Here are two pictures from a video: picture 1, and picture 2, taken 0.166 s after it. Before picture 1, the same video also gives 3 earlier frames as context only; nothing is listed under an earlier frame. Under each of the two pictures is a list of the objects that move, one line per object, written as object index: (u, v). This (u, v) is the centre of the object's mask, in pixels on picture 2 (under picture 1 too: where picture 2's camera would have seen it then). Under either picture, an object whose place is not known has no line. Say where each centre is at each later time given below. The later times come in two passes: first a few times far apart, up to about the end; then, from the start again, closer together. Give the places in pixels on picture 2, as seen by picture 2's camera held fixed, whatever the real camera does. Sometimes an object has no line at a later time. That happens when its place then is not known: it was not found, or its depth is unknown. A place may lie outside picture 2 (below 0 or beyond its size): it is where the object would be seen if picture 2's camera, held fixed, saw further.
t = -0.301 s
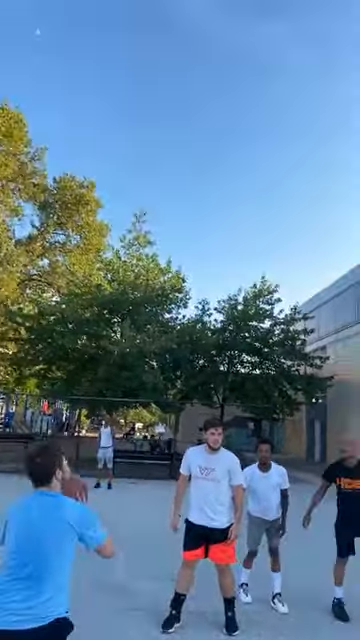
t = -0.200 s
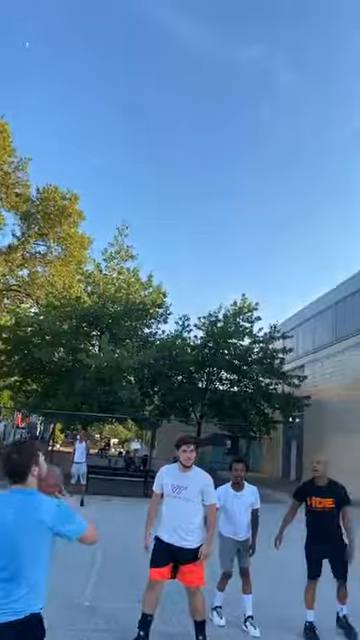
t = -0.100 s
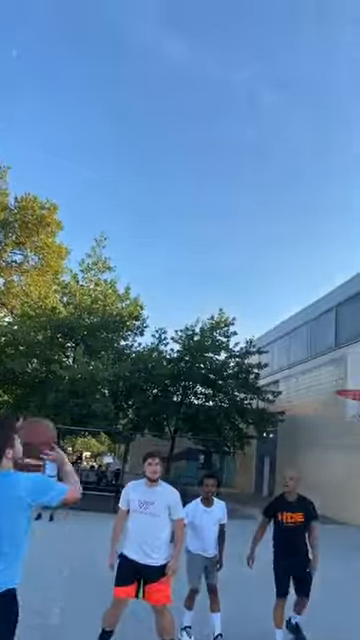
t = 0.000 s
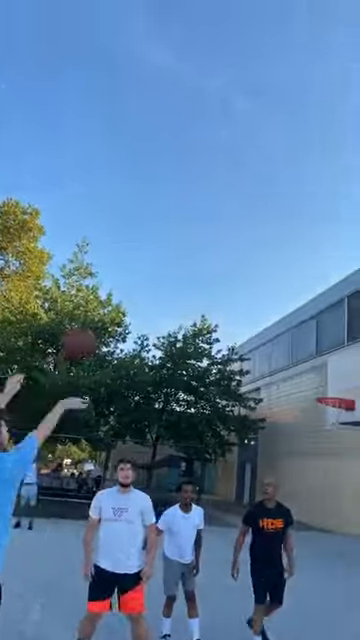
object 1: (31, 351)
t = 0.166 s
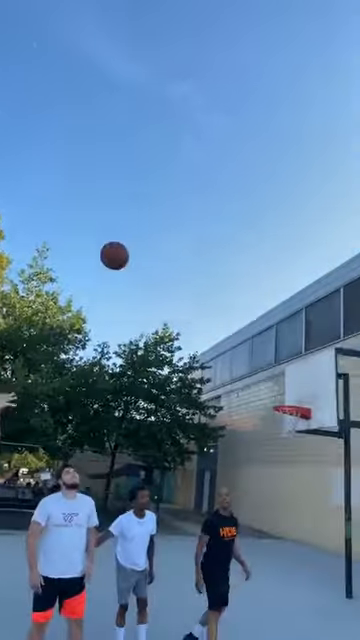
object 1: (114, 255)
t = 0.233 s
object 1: (137, 237)
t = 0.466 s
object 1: (190, 214)
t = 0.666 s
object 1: (218, 227)
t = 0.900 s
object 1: (241, 269)
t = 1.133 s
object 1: (256, 330)
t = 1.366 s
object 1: (266, 408)
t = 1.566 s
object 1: (243, 448)
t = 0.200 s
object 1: (126, 245)
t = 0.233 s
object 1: (137, 237)
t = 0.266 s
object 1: (147, 230)
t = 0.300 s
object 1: (156, 225)
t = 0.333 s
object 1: (164, 220)
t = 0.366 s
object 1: (171, 217)
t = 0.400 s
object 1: (178, 215)
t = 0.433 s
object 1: (184, 214)
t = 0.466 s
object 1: (190, 214)
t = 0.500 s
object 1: (196, 214)
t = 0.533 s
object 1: (201, 215)
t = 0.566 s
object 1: (205, 217)
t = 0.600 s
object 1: (210, 219)
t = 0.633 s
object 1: (214, 223)
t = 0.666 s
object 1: (218, 227)
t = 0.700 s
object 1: (223, 231)
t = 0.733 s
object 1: (226, 236)
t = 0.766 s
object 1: (229, 242)
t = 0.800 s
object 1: (232, 248)
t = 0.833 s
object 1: (235, 254)
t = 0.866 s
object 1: (238, 261)
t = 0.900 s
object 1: (241, 269)
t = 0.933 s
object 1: (243, 276)
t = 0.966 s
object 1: (246, 284)
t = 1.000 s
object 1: (248, 293)
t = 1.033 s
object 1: (249, 301)
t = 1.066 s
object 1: (252, 311)
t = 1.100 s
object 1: (253, 321)
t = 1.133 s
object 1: (256, 330)
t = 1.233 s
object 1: (261, 363)
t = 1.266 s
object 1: (263, 375)
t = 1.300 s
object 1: (265, 387)
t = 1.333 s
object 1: (267, 400)
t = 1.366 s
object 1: (266, 408)
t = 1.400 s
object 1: (262, 413)
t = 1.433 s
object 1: (258, 419)
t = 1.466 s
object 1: (254, 425)
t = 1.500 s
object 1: (251, 432)
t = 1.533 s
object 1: (247, 440)
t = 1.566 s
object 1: (243, 448)
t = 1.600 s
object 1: (239, 457)
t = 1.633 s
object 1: (236, 466)
